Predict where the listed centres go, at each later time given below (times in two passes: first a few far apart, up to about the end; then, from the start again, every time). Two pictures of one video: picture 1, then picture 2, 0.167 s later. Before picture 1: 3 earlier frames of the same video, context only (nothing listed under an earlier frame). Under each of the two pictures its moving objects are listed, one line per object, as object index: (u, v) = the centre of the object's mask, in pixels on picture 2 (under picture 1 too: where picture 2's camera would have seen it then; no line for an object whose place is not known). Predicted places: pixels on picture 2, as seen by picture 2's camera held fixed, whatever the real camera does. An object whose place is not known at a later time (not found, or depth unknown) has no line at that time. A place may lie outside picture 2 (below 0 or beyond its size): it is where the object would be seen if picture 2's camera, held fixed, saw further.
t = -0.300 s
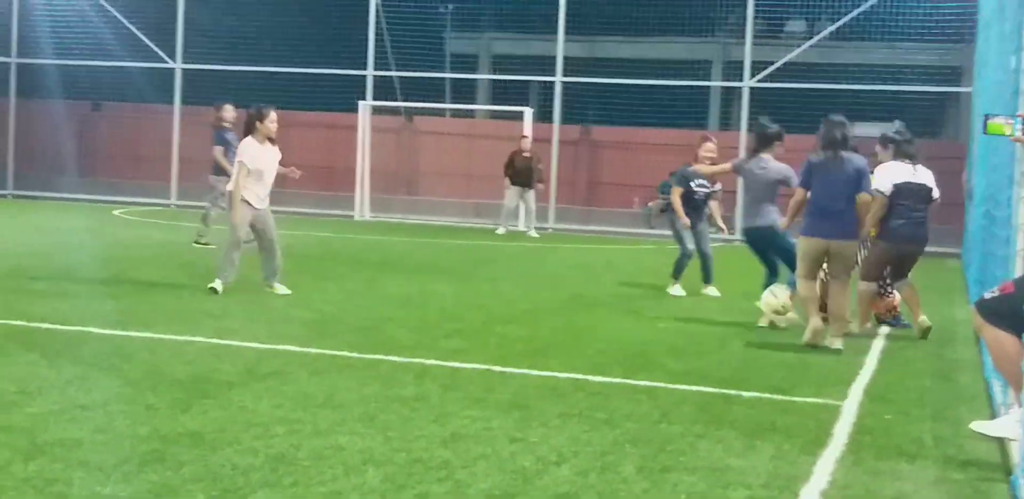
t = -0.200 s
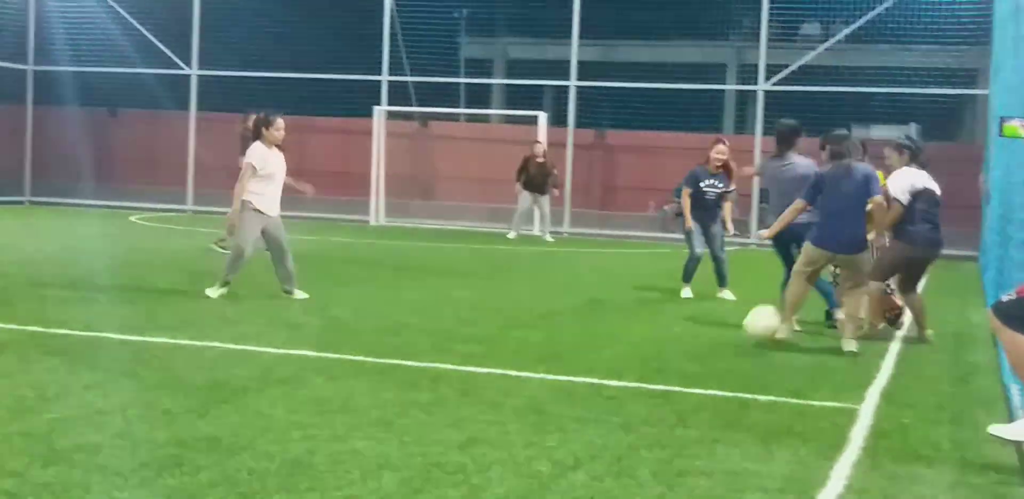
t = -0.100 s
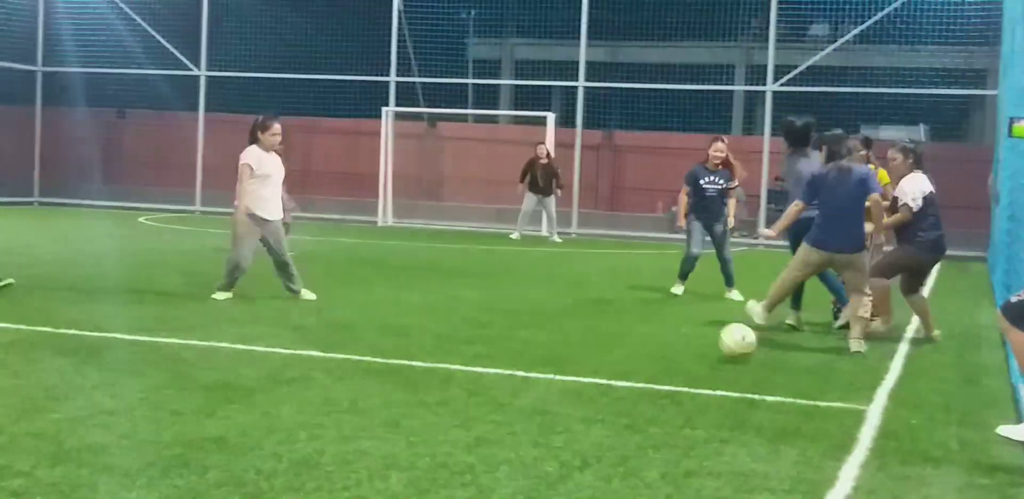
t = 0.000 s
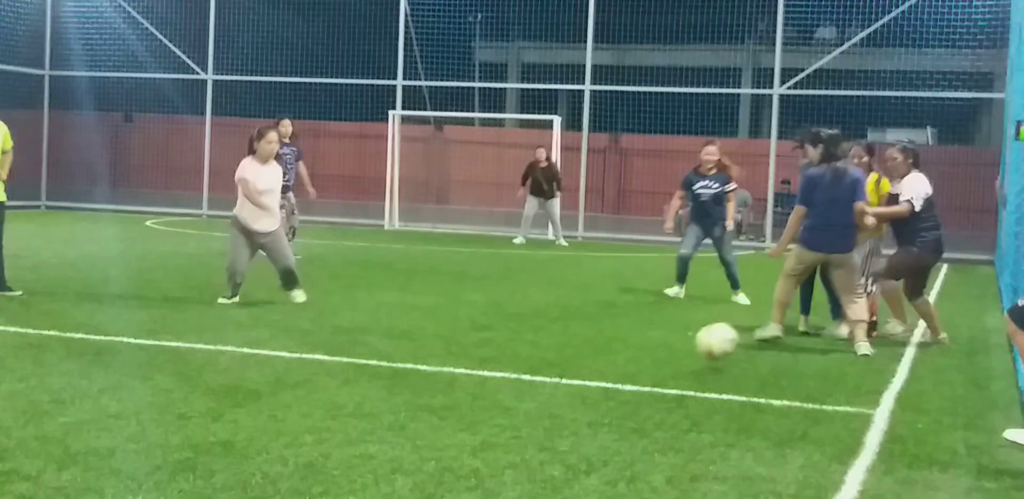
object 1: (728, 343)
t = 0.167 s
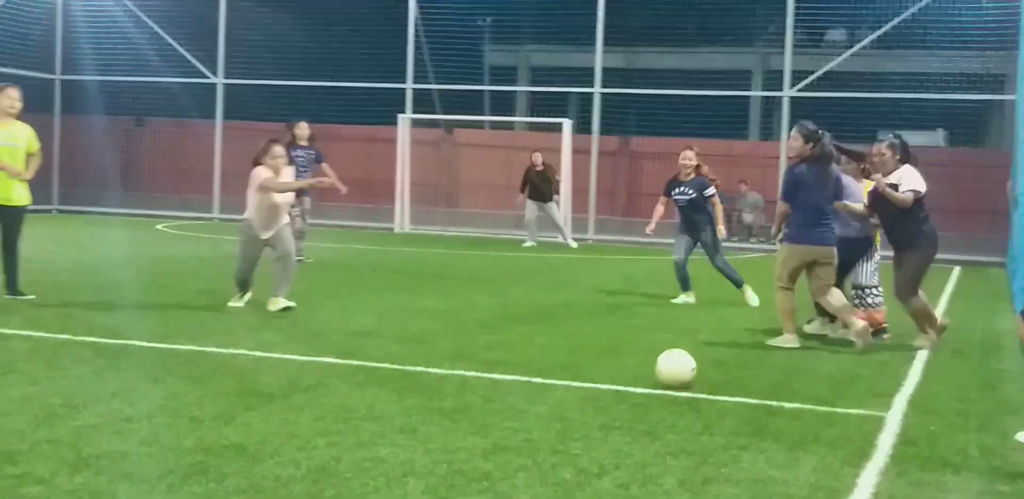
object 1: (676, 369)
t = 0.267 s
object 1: (649, 369)
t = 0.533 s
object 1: (567, 390)
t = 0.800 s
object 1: (471, 410)
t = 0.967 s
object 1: (403, 423)
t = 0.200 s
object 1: (666, 368)
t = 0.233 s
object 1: (658, 369)
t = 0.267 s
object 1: (649, 369)
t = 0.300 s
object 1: (640, 373)
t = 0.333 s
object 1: (630, 378)
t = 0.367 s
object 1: (621, 379)
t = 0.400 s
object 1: (610, 380)
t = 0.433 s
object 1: (600, 384)
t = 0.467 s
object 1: (589, 387)
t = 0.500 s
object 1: (579, 388)
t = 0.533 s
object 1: (567, 390)
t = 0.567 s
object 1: (556, 392)
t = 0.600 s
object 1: (545, 394)
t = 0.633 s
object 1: (534, 396)
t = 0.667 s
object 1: (523, 400)
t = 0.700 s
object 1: (510, 402)
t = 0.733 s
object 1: (497, 403)
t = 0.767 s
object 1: (484, 406)
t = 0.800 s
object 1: (471, 410)
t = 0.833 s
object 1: (459, 412)
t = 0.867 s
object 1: (446, 415)
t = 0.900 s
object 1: (430, 419)
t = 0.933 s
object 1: (416, 421)
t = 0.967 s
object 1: (403, 423)
